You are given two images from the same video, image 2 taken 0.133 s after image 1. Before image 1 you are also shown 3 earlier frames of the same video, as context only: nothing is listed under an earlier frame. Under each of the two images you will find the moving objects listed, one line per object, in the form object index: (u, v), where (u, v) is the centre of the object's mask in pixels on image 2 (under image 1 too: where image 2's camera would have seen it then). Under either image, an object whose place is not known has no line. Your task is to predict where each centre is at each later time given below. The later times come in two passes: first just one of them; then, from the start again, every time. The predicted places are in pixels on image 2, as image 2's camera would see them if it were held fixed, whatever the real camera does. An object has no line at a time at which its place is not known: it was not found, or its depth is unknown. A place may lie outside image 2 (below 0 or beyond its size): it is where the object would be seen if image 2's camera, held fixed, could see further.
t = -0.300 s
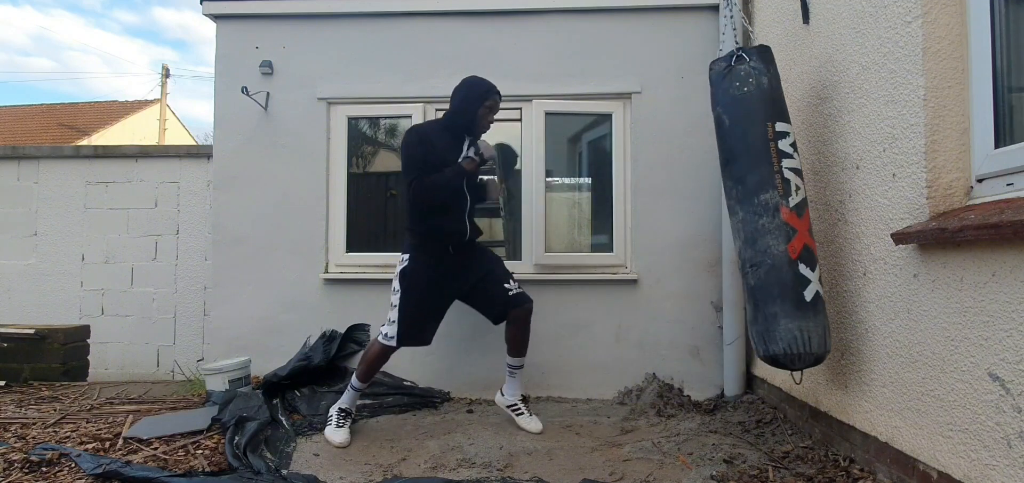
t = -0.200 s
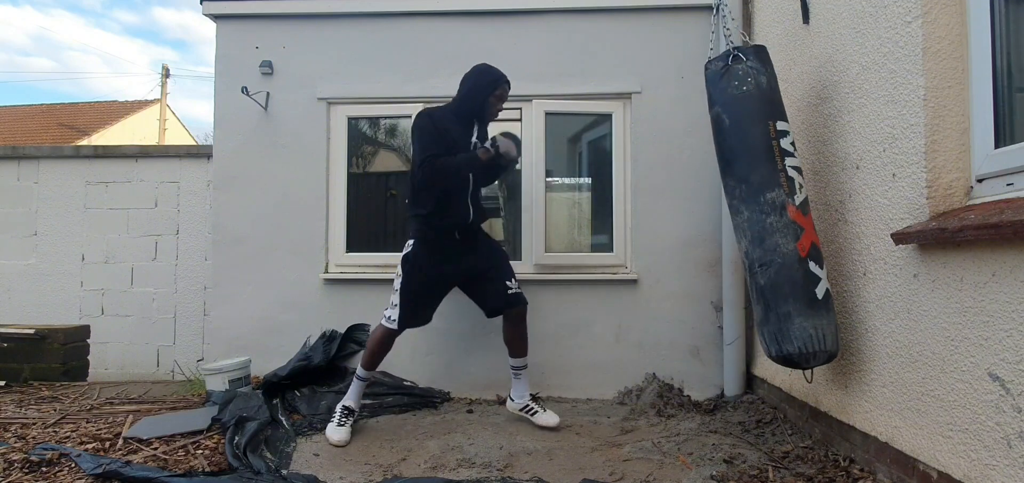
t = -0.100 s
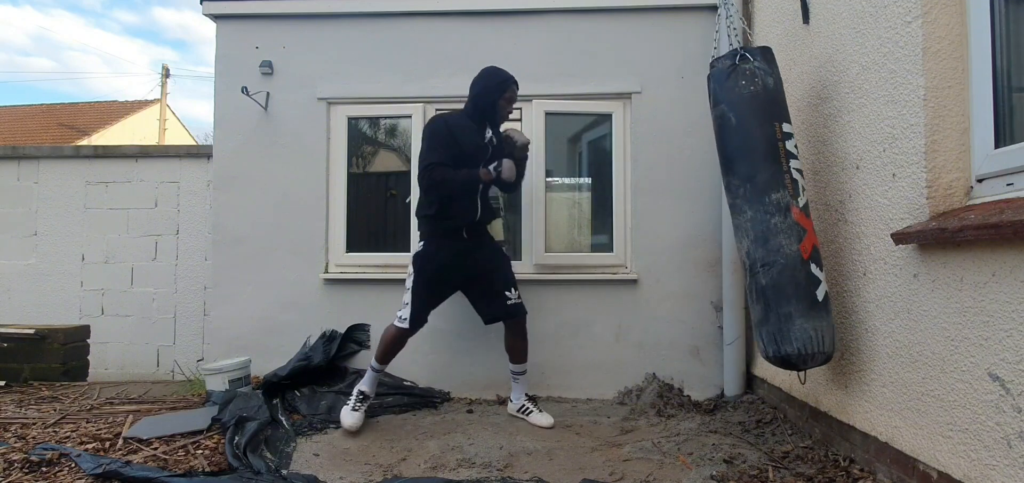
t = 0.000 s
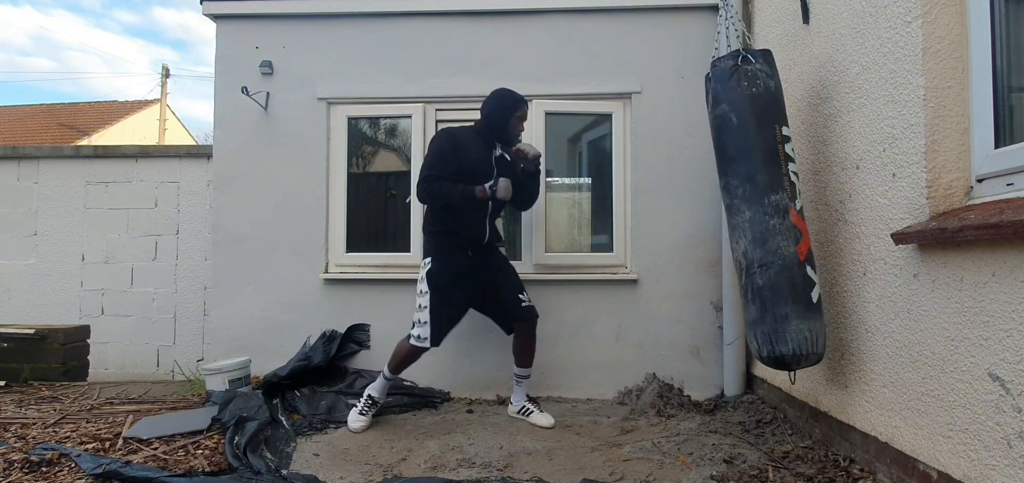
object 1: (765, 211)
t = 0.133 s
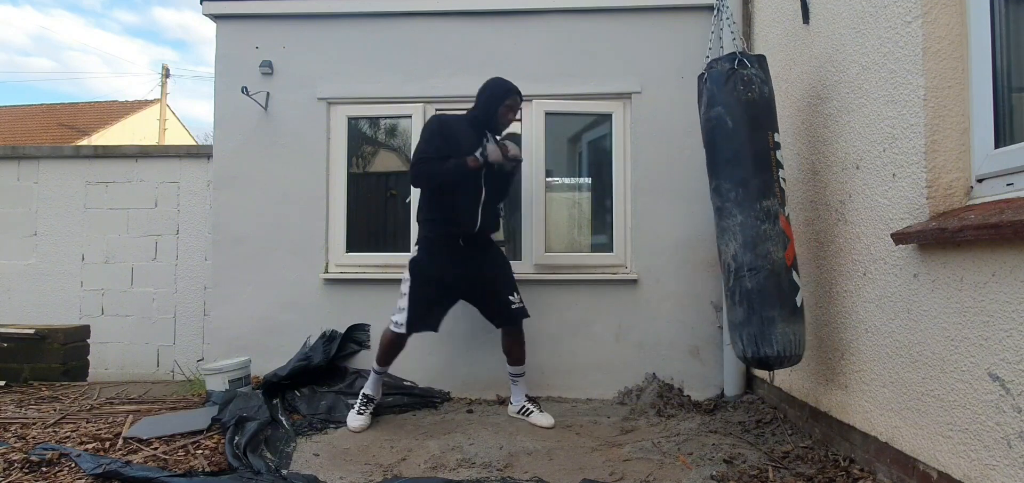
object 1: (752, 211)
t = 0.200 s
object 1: (744, 212)
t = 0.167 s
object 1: (748, 212)
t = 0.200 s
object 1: (744, 212)
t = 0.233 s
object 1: (740, 212)
